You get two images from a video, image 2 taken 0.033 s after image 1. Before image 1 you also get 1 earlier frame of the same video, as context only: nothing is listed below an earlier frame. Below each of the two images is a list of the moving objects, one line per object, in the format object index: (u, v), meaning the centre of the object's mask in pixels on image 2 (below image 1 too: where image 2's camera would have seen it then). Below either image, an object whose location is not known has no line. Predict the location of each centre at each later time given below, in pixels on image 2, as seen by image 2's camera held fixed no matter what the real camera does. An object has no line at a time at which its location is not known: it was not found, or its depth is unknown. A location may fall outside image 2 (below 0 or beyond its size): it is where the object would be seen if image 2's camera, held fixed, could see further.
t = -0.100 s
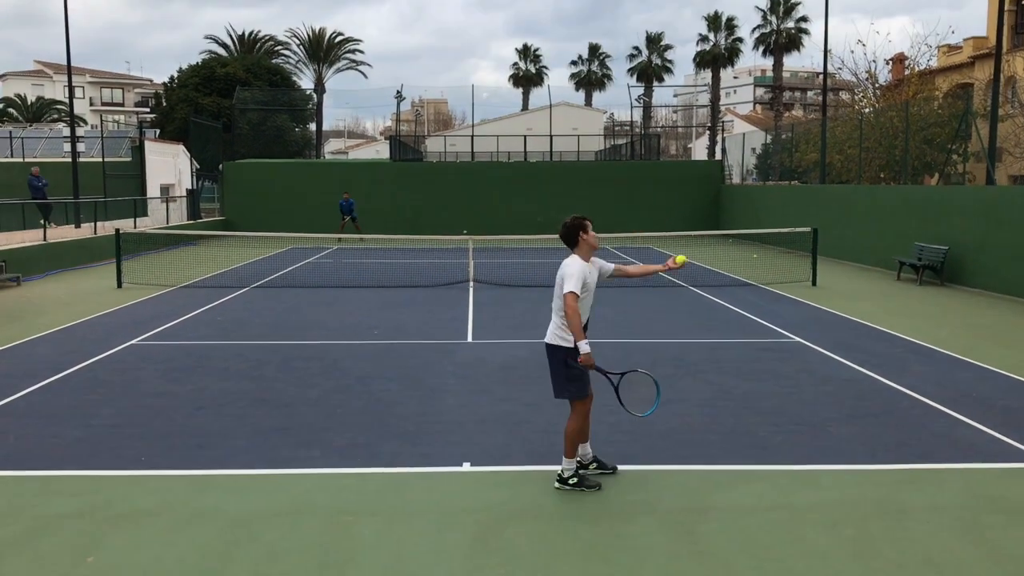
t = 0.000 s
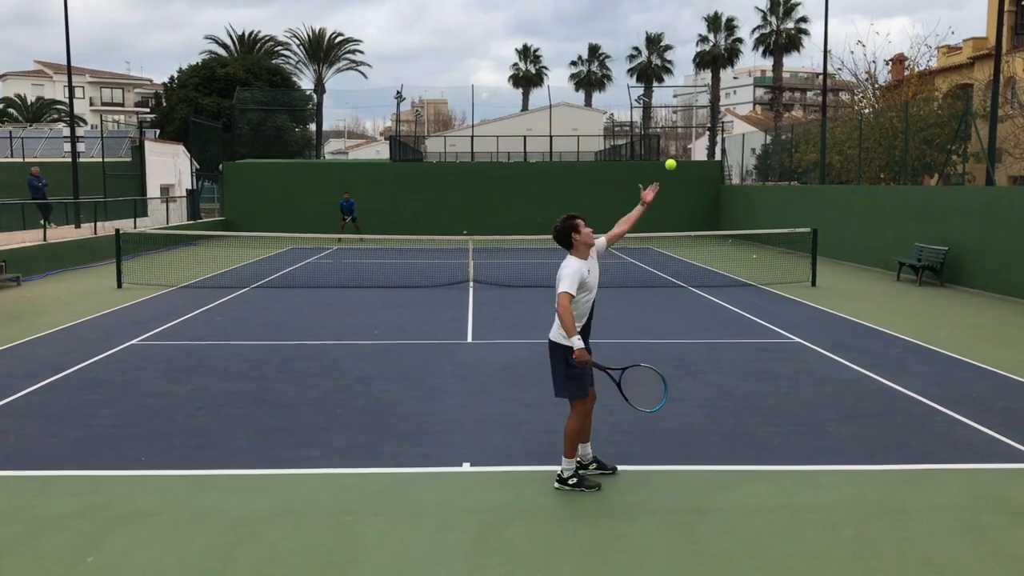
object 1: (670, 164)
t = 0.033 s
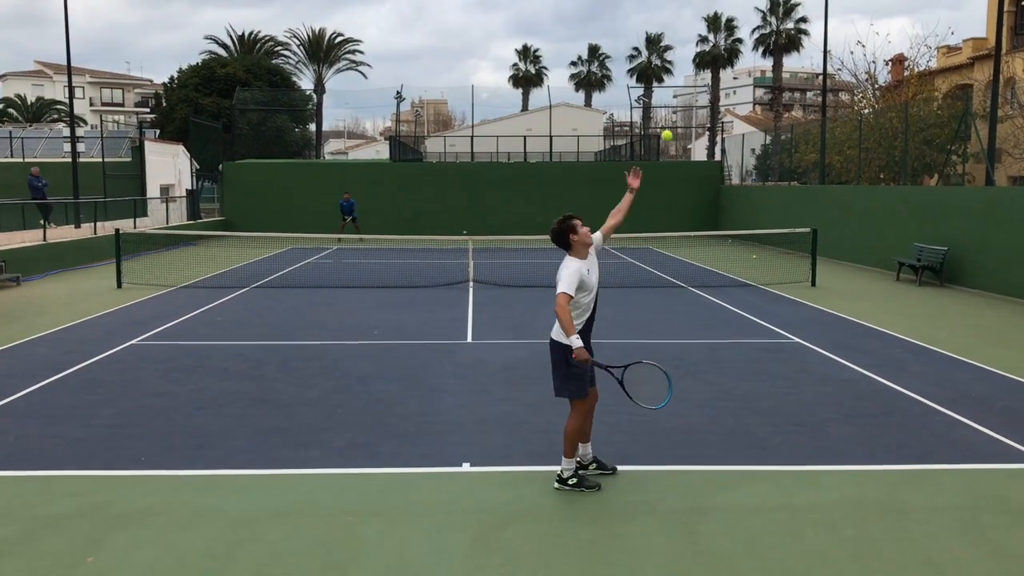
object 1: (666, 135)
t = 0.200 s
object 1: (647, 13)
